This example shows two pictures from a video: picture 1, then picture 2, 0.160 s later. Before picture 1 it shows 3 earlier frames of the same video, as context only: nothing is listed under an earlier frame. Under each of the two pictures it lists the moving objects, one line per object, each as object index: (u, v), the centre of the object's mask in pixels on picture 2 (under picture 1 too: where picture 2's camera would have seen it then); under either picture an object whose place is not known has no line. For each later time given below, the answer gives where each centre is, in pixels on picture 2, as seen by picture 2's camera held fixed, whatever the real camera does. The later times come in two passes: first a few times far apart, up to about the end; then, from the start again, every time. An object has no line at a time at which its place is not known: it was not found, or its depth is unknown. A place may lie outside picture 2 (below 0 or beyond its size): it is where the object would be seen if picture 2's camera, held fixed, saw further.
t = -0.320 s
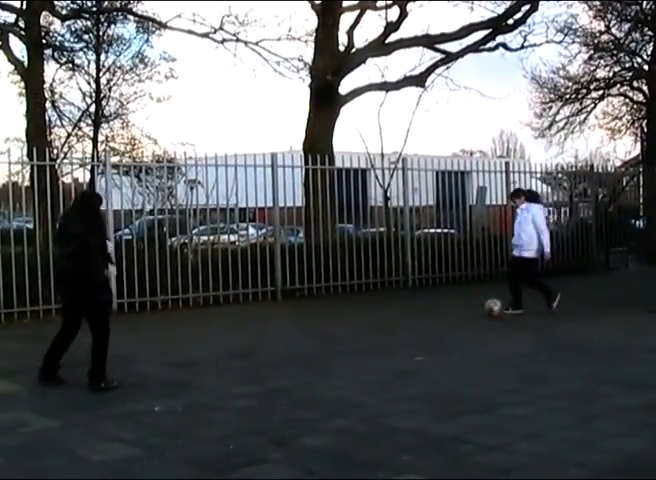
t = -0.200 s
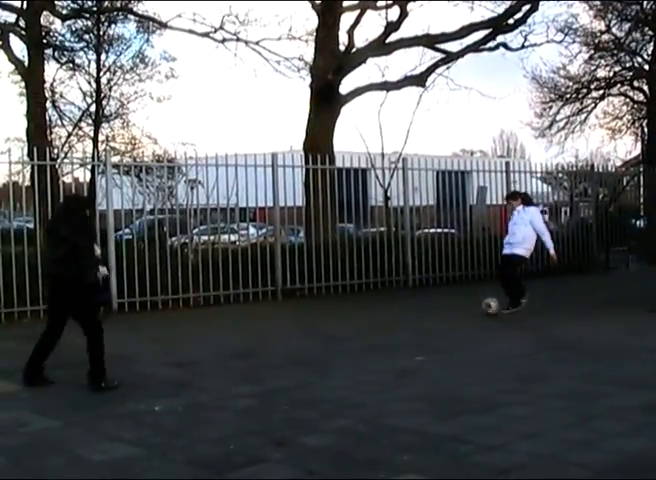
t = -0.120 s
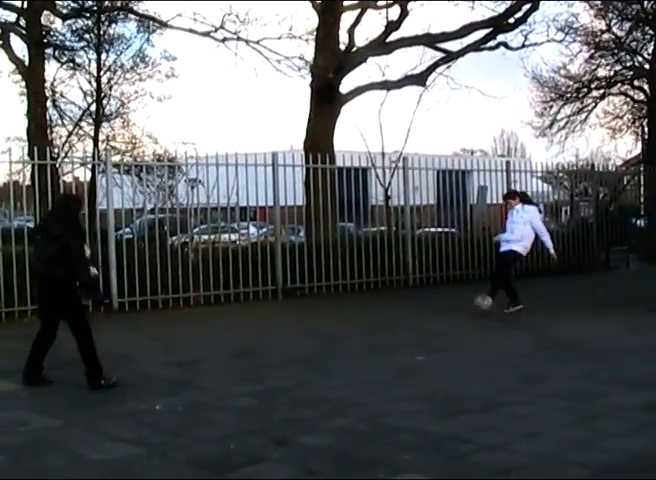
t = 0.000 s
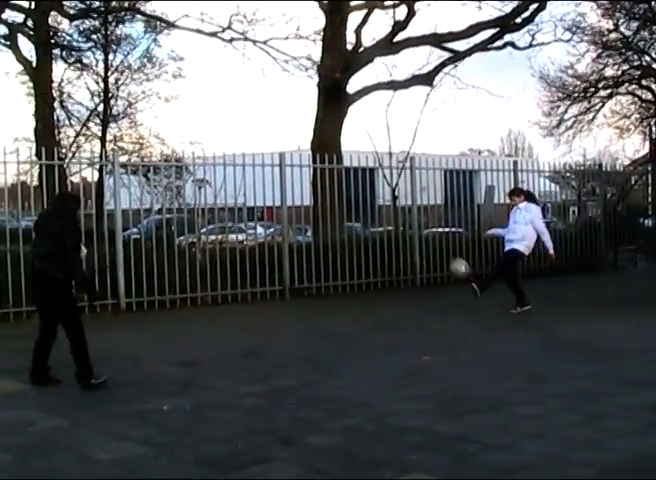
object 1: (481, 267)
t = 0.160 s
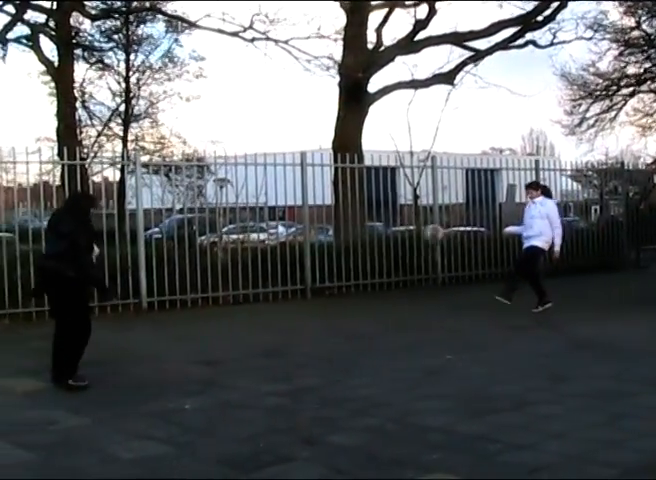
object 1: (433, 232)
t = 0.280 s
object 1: (393, 224)
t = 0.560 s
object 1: (276, 268)
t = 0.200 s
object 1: (421, 229)
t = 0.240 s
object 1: (407, 226)
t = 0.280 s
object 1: (393, 224)
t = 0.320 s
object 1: (378, 224)
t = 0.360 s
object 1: (364, 226)
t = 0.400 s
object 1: (347, 229)
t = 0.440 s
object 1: (332, 235)
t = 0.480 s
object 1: (313, 244)
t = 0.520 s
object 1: (294, 255)
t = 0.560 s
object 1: (276, 268)
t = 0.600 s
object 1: (256, 284)
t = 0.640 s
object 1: (236, 301)
